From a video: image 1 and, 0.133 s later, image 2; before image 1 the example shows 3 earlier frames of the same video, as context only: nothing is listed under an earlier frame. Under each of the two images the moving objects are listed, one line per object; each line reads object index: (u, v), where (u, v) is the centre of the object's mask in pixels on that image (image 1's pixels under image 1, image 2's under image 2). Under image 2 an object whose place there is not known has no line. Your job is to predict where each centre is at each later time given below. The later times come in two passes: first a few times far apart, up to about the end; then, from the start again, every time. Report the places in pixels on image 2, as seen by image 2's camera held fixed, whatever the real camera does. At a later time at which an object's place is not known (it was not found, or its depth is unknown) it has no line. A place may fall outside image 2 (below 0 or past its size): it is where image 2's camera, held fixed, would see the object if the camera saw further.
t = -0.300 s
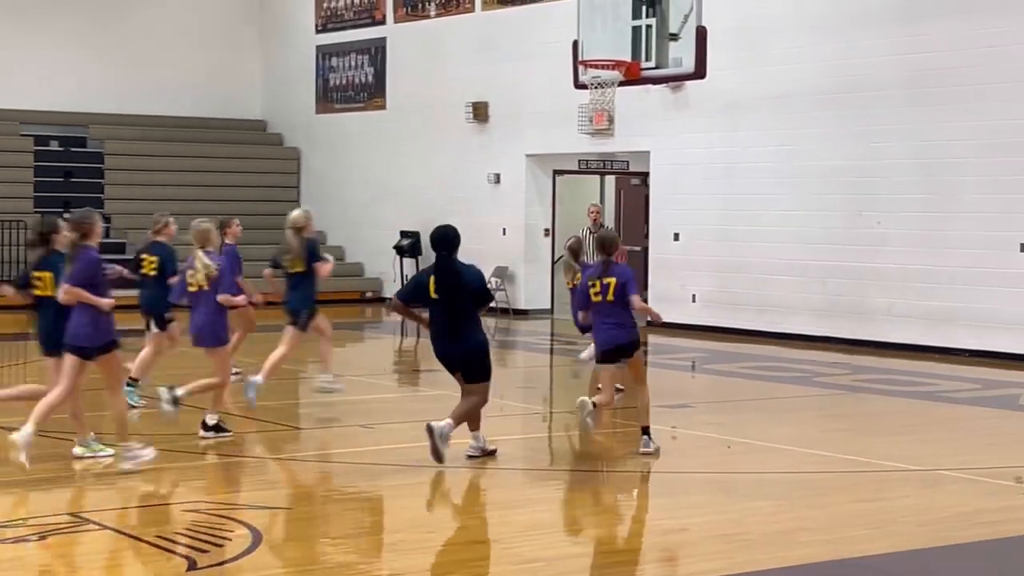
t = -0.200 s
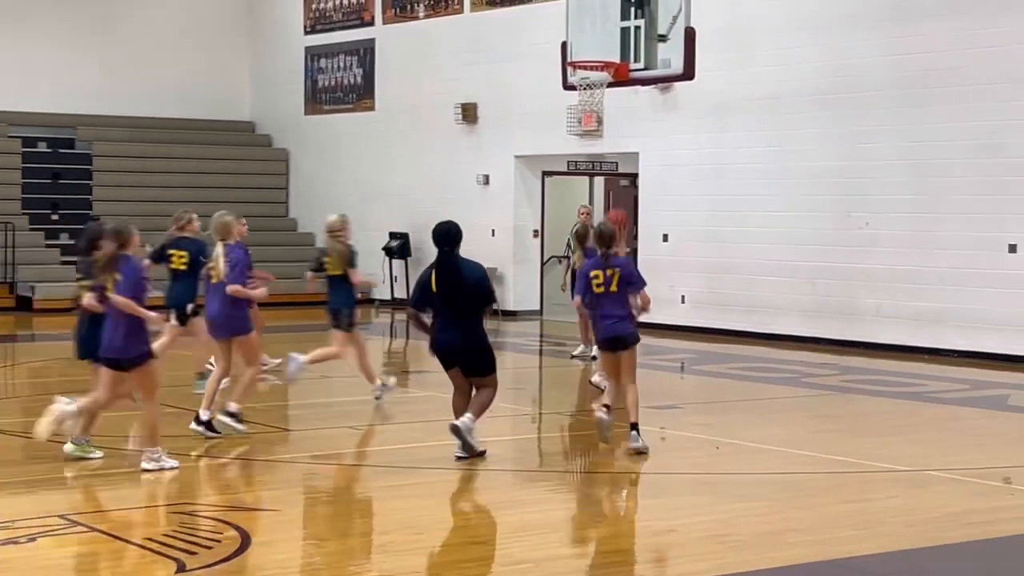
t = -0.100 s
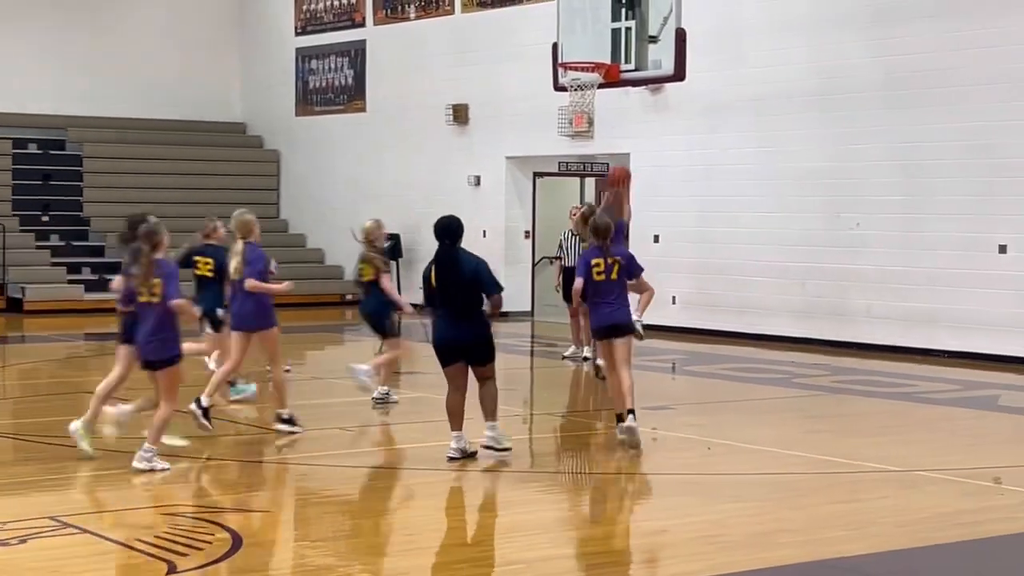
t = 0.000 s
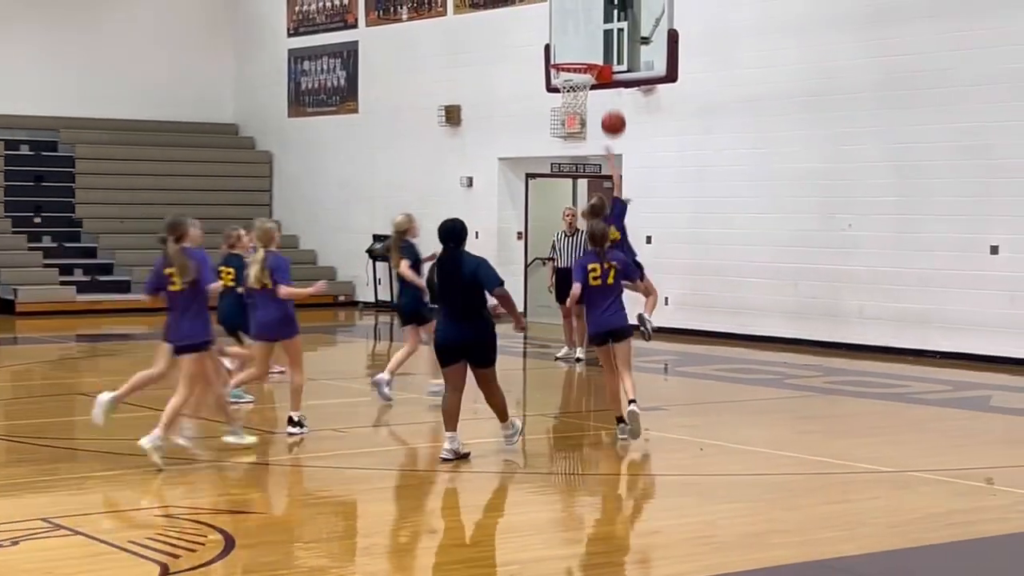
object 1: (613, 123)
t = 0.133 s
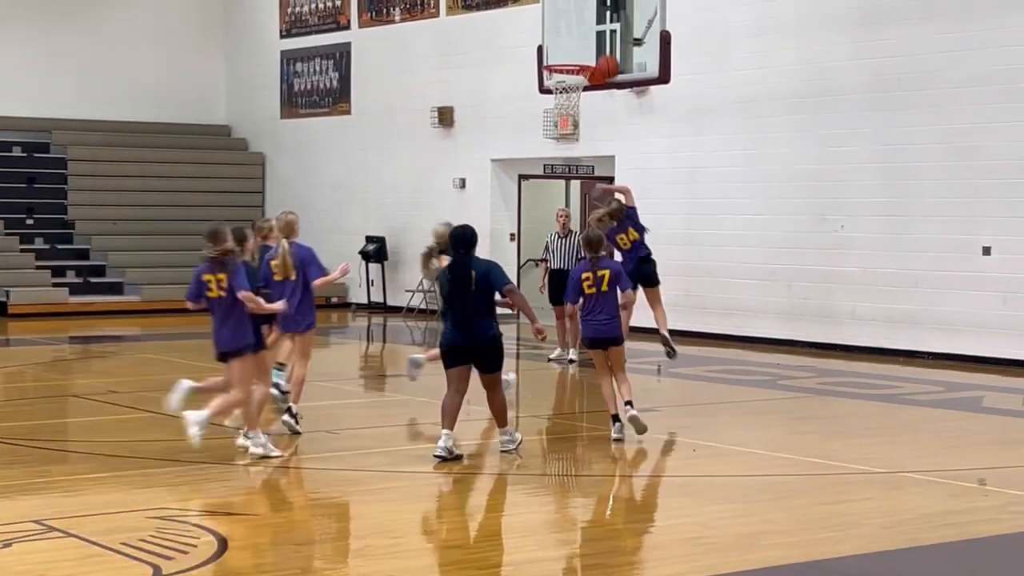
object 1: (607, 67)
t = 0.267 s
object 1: (608, 30)
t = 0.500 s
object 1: (589, 21)
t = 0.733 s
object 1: (563, 72)
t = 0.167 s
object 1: (607, 56)
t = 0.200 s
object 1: (608, 47)
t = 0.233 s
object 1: (609, 38)
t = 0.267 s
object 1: (608, 30)
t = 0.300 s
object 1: (609, 23)
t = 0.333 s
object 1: (608, 20)
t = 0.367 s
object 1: (604, 17)
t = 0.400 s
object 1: (600, 17)
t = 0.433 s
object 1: (596, 18)
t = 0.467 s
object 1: (593, 19)
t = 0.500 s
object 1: (589, 21)
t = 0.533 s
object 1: (586, 25)
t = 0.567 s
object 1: (582, 30)
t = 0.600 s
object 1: (579, 36)
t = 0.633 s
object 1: (575, 43)
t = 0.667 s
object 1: (571, 51)
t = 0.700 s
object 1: (568, 58)
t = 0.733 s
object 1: (563, 72)
